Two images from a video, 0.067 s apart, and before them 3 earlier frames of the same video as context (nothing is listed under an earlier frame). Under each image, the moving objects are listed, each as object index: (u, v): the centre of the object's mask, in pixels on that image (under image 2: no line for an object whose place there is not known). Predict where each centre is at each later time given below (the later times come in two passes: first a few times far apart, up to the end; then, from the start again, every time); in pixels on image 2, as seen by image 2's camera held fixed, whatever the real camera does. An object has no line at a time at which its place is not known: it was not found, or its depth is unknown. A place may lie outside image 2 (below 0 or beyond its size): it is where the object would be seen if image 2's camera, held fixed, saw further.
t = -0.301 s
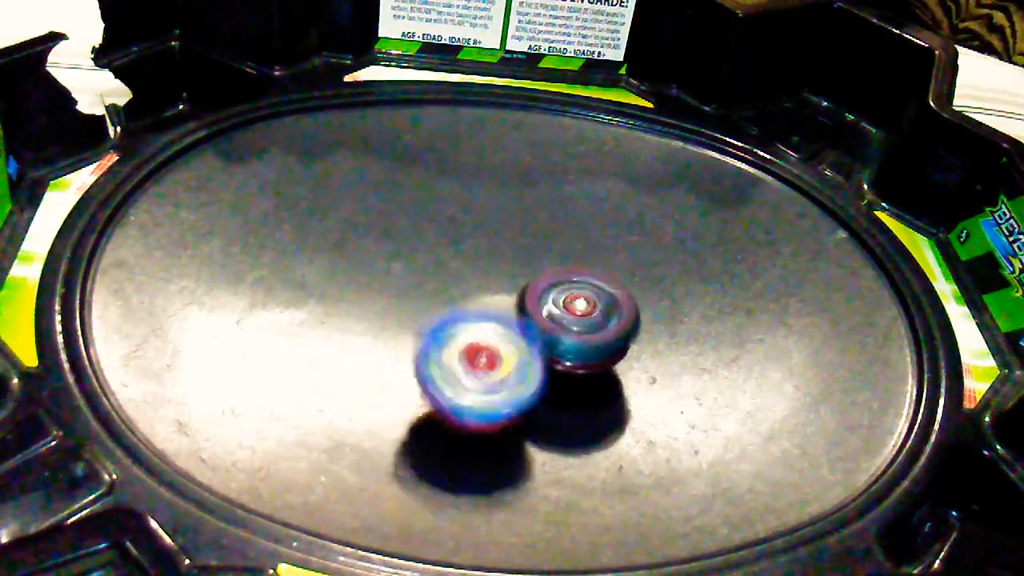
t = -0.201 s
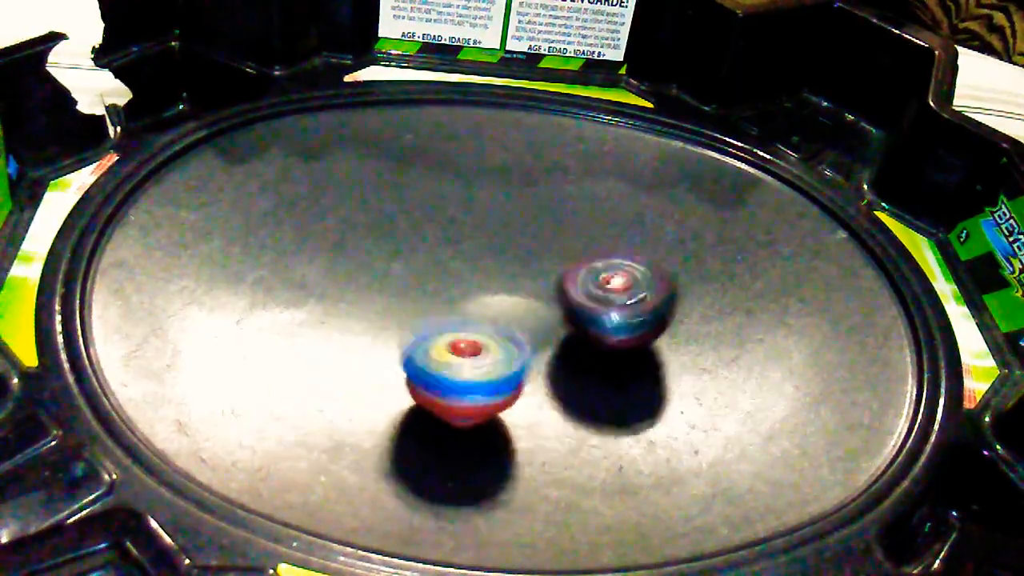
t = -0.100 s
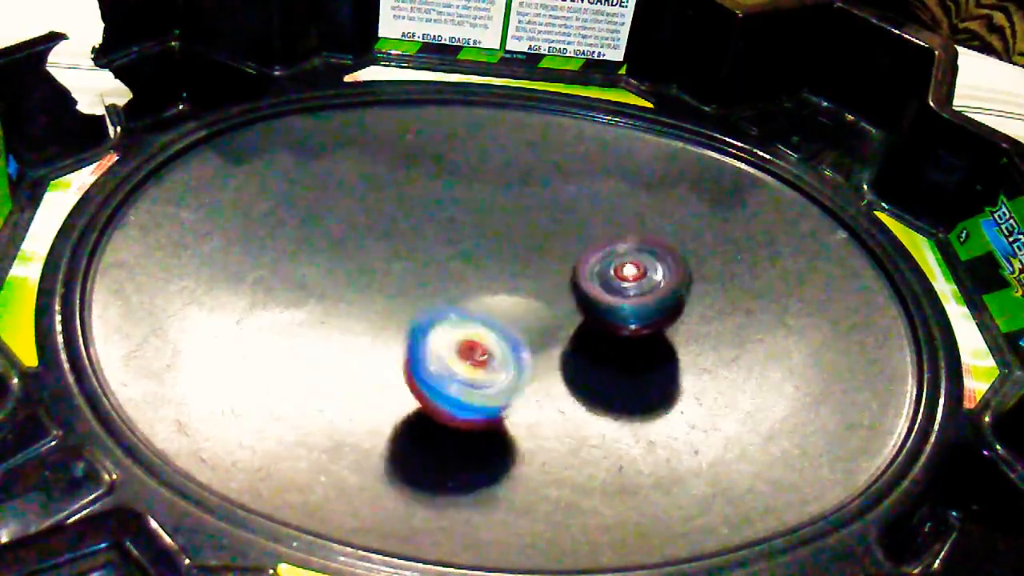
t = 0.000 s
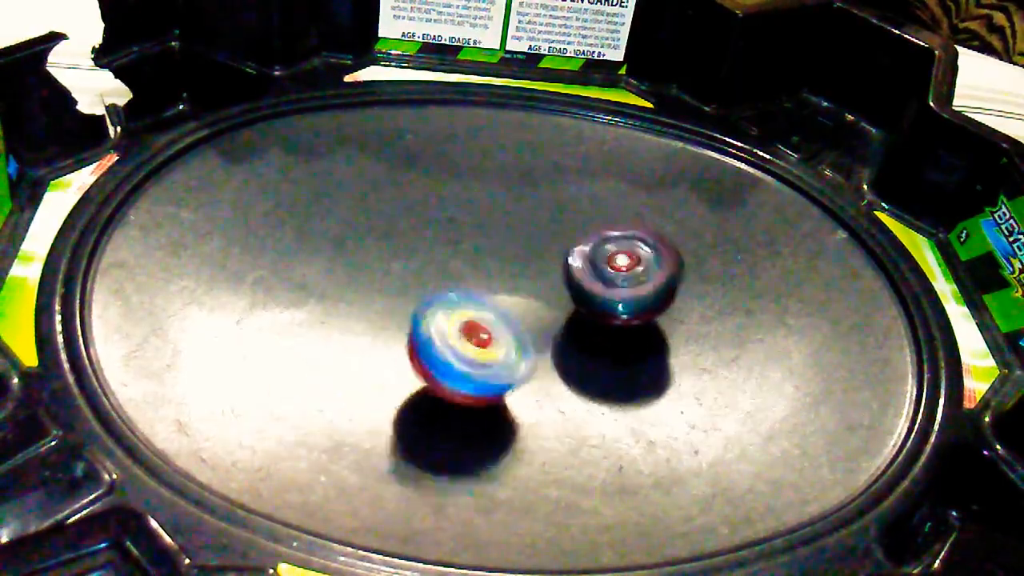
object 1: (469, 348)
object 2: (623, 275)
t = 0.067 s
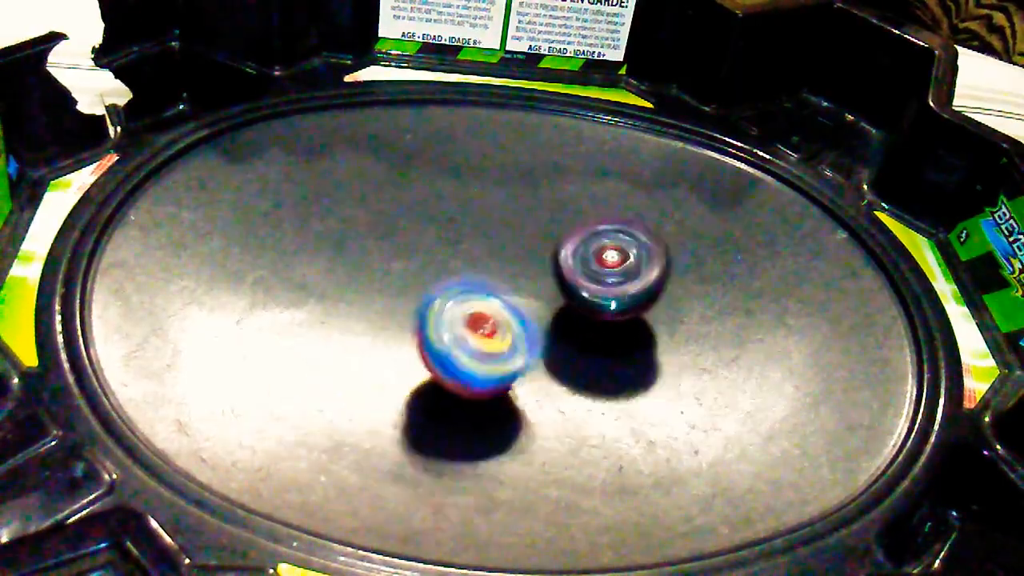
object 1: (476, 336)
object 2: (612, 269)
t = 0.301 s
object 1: (514, 350)
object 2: (556, 251)
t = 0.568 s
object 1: (500, 376)
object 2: (506, 280)
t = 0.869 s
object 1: (482, 417)
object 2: (511, 324)
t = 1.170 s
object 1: (459, 398)
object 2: (551, 306)
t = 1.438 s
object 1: (507, 334)
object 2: (535, 246)
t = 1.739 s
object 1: (530, 356)
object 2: (483, 252)
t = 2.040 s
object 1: (569, 413)
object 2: (451, 266)
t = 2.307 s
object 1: (568, 365)
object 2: (489, 288)
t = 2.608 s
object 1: (632, 354)
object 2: (461, 269)
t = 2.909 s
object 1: (607, 323)
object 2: (441, 300)
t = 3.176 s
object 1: (600, 295)
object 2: (400, 301)
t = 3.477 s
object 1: (566, 268)
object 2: (431, 290)
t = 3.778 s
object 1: (539, 268)
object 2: (430, 283)
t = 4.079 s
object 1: (540, 258)
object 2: (452, 299)
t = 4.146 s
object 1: (543, 260)
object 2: (457, 300)
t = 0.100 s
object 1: (484, 331)
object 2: (605, 266)
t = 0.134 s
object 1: (492, 329)
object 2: (594, 265)
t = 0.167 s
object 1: (499, 328)
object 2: (588, 264)
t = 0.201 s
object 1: (504, 329)
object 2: (581, 262)
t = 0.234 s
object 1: (502, 335)
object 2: (572, 260)
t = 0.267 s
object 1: (508, 342)
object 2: (562, 250)
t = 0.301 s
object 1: (514, 350)
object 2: (556, 251)
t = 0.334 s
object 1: (516, 355)
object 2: (549, 253)
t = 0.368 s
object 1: (518, 359)
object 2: (542, 255)
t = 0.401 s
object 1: (519, 360)
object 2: (535, 258)
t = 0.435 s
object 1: (518, 363)
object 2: (528, 262)
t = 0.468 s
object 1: (515, 368)
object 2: (522, 265)
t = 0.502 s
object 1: (508, 371)
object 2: (516, 269)
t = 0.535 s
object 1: (505, 373)
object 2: (510, 274)
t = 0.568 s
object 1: (500, 376)
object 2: (506, 280)
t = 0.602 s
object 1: (496, 381)
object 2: (501, 285)
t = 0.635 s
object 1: (493, 386)
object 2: (498, 289)
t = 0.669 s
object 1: (492, 392)
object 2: (498, 294)
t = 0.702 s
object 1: (490, 399)
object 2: (497, 302)
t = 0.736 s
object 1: (487, 402)
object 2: (499, 304)
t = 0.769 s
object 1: (487, 408)
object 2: (501, 310)
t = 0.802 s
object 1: (487, 412)
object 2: (506, 316)
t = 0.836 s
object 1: (486, 415)
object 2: (508, 321)
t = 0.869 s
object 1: (482, 417)
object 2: (511, 324)
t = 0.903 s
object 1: (480, 418)
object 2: (514, 328)
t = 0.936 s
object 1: (479, 418)
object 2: (520, 329)
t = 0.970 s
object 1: (476, 418)
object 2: (524, 330)
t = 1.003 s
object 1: (472, 415)
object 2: (529, 331)
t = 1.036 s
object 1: (470, 413)
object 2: (533, 331)
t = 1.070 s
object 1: (470, 410)
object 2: (537, 330)
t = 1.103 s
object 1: (469, 411)
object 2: (542, 322)
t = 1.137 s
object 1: (464, 406)
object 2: (547, 312)
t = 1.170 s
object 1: (459, 398)
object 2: (551, 306)
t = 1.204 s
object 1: (465, 392)
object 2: (554, 297)
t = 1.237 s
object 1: (469, 386)
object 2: (556, 290)
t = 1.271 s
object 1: (472, 374)
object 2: (556, 283)
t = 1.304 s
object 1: (475, 363)
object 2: (554, 275)
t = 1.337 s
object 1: (485, 354)
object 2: (550, 271)
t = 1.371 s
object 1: (493, 349)
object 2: (546, 265)
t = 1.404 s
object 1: (501, 339)
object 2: (542, 258)
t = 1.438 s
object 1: (507, 334)
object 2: (535, 246)
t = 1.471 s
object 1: (508, 337)
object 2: (528, 238)
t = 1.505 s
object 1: (507, 337)
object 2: (523, 230)
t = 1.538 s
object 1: (507, 337)
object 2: (517, 229)
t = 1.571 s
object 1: (511, 337)
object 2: (512, 229)
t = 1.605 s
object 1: (516, 338)
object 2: (507, 230)
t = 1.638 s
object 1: (521, 343)
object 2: (502, 234)
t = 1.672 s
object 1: (523, 347)
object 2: (495, 238)
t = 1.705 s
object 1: (527, 352)
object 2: (489, 244)
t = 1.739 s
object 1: (530, 356)
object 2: (483, 252)
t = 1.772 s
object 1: (528, 357)
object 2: (480, 259)
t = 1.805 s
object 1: (531, 357)
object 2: (479, 268)
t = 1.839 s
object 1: (545, 370)
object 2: (469, 265)
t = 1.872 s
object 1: (551, 387)
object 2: (459, 259)
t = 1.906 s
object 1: (556, 398)
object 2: (451, 257)
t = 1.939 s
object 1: (563, 403)
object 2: (446, 257)
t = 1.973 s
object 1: (569, 408)
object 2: (445, 259)
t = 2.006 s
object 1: (573, 411)
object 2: (447, 262)
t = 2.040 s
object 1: (569, 413)
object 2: (451, 266)
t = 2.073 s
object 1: (568, 413)
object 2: (453, 269)
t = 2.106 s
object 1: (567, 411)
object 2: (458, 274)
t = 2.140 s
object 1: (567, 411)
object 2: (462, 277)
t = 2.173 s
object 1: (570, 405)
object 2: (467, 281)
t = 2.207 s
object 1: (567, 394)
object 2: (474, 284)
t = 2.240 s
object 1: (564, 382)
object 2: (478, 287)
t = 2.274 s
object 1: (566, 378)
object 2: (485, 289)
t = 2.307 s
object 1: (568, 365)
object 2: (489, 288)
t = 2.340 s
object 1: (576, 359)
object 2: (491, 286)
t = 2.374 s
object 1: (579, 350)
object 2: (491, 284)
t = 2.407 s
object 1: (591, 346)
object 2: (488, 279)
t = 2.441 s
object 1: (603, 351)
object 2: (483, 277)
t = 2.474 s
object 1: (610, 353)
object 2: (480, 274)
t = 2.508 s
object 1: (614, 355)
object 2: (476, 270)
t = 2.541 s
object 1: (622, 352)
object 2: (471, 269)
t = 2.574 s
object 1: (628, 353)
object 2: (466, 268)
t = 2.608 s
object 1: (632, 354)
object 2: (461, 269)
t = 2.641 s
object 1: (632, 357)
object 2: (457, 270)
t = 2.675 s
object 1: (625, 353)
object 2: (454, 274)
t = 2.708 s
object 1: (615, 351)
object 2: (453, 278)
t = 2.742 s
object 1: (609, 349)
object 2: (453, 282)
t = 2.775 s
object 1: (602, 346)
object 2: (454, 286)
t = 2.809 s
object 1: (598, 345)
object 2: (456, 291)
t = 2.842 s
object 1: (592, 333)
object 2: (460, 296)
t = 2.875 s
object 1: (589, 326)
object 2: (463, 301)
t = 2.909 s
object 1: (607, 323)
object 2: (441, 300)
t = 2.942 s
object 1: (621, 318)
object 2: (422, 298)
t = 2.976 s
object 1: (624, 309)
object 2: (408, 298)
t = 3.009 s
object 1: (625, 304)
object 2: (397, 297)
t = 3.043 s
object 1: (623, 300)
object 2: (393, 297)
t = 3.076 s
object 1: (620, 298)
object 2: (393, 297)
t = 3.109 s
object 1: (615, 298)
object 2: (394, 299)
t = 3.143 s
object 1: (605, 295)
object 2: (397, 300)
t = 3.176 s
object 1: (600, 295)
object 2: (400, 301)
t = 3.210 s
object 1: (589, 292)
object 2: (402, 302)
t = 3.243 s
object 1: (579, 287)
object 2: (406, 302)
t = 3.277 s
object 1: (574, 285)
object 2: (411, 302)
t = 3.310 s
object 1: (568, 283)
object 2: (417, 301)
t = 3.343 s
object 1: (563, 281)
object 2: (420, 300)
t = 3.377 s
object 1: (560, 276)
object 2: (425, 298)
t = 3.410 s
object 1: (562, 271)
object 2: (427, 294)
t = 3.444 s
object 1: (564, 271)
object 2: (429, 293)
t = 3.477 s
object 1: (566, 268)
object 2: (431, 290)
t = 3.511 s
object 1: (565, 266)
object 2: (432, 287)
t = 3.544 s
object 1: (565, 267)
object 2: (434, 283)
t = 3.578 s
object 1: (562, 269)
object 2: (434, 281)
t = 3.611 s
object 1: (557, 270)
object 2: (434, 280)
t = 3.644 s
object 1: (552, 269)
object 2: (432, 278)
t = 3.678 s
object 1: (550, 269)
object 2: (430, 279)
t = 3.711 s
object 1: (546, 268)
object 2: (429, 281)
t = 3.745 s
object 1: (542, 268)
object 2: (430, 281)
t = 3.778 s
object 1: (539, 268)
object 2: (430, 283)
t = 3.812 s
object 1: (537, 265)
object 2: (430, 285)
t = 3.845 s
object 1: (535, 261)
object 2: (434, 286)
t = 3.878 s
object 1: (531, 257)
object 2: (437, 289)
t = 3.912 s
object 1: (529, 255)
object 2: (440, 291)
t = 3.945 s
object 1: (530, 253)
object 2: (446, 293)
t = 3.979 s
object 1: (531, 252)
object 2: (448, 293)
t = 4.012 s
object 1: (534, 254)
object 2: (448, 296)
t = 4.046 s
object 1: (538, 256)
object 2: (449, 299)
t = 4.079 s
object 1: (540, 258)
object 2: (452, 299)
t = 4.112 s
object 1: (542, 259)
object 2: (455, 299)
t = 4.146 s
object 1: (543, 260)
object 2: (457, 300)
